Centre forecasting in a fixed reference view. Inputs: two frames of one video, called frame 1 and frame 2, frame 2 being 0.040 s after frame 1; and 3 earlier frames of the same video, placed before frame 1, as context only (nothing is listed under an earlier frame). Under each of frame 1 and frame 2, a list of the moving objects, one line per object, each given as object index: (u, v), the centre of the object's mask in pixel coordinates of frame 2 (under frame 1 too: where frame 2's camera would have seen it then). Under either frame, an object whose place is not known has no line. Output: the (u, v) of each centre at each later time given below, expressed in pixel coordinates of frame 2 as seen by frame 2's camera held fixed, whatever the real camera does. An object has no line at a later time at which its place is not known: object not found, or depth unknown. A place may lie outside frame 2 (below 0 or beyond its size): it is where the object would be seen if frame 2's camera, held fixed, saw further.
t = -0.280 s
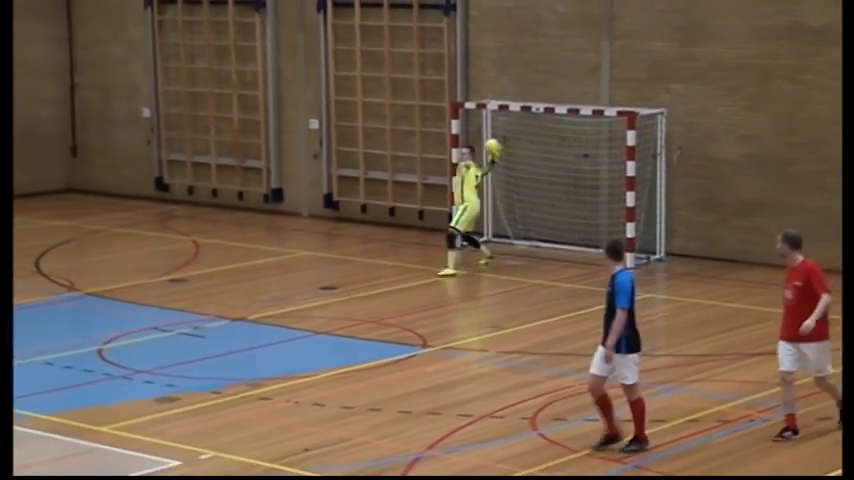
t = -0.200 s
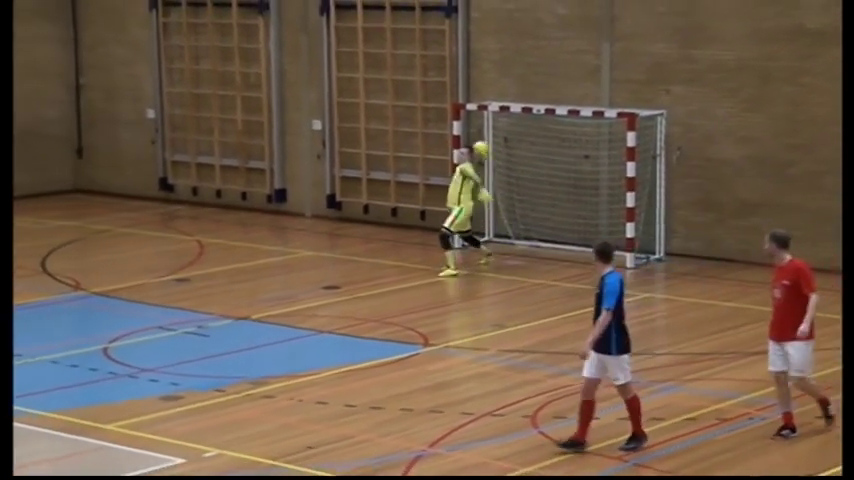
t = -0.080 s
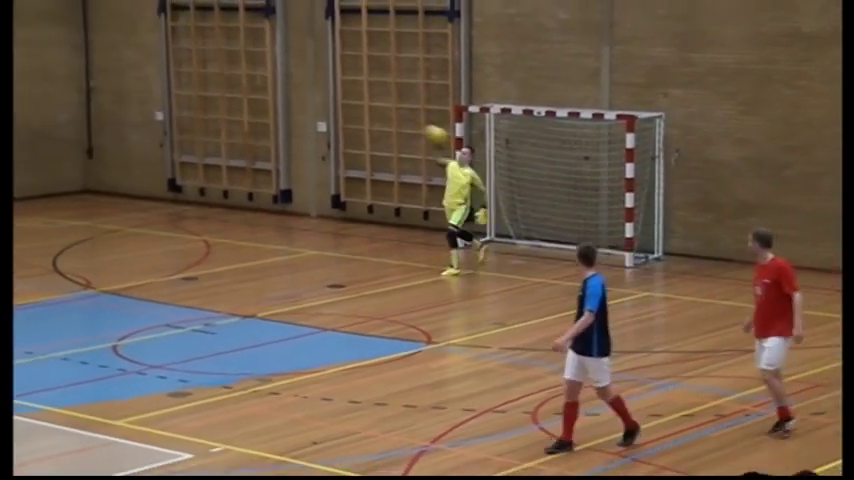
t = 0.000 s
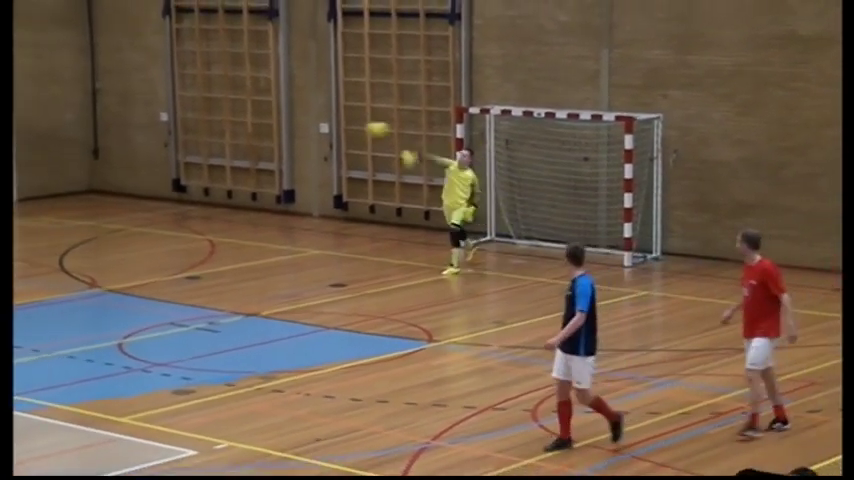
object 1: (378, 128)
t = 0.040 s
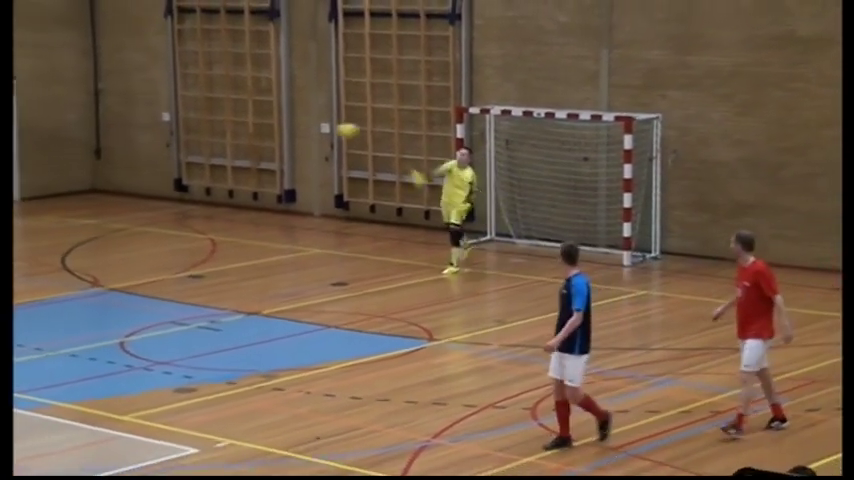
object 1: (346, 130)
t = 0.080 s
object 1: (313, 133)
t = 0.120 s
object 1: (280, 137)
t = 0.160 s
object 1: (245, 144)
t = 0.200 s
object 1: (209, 149)
